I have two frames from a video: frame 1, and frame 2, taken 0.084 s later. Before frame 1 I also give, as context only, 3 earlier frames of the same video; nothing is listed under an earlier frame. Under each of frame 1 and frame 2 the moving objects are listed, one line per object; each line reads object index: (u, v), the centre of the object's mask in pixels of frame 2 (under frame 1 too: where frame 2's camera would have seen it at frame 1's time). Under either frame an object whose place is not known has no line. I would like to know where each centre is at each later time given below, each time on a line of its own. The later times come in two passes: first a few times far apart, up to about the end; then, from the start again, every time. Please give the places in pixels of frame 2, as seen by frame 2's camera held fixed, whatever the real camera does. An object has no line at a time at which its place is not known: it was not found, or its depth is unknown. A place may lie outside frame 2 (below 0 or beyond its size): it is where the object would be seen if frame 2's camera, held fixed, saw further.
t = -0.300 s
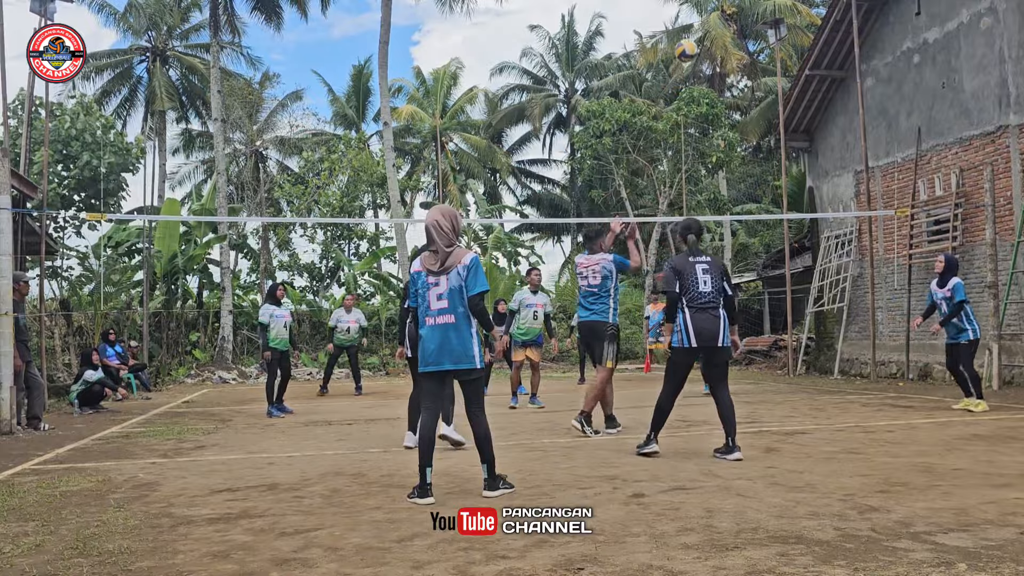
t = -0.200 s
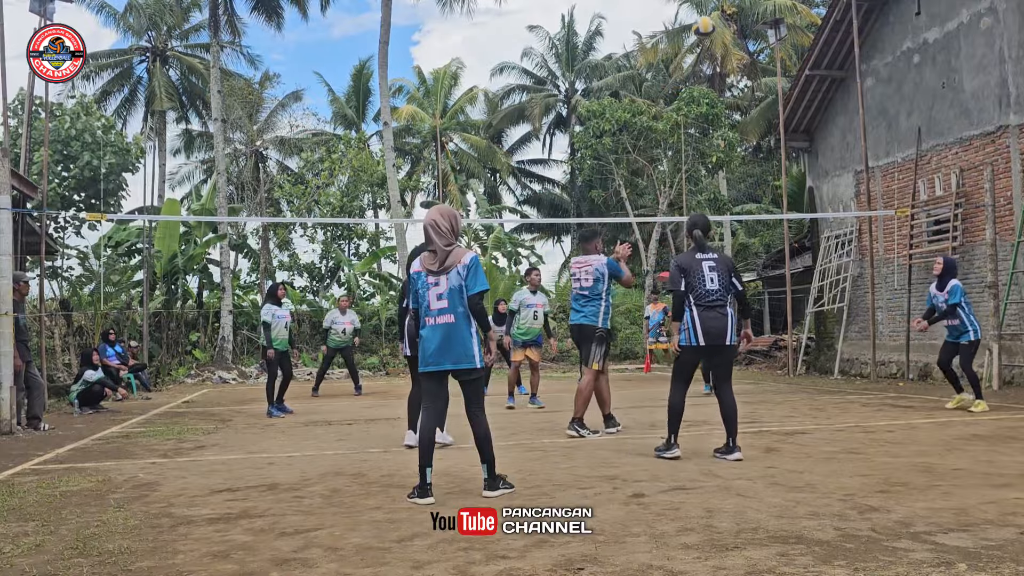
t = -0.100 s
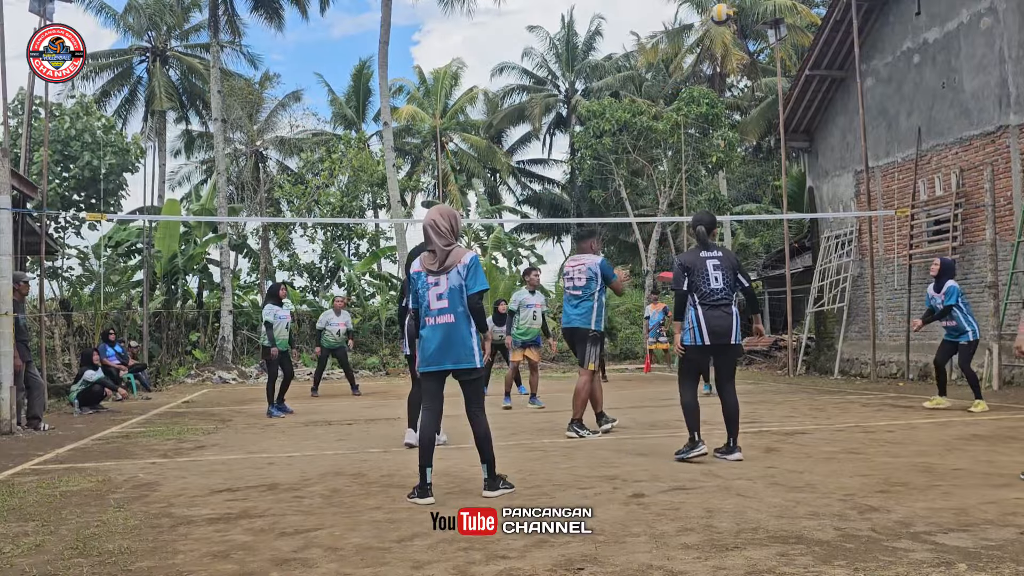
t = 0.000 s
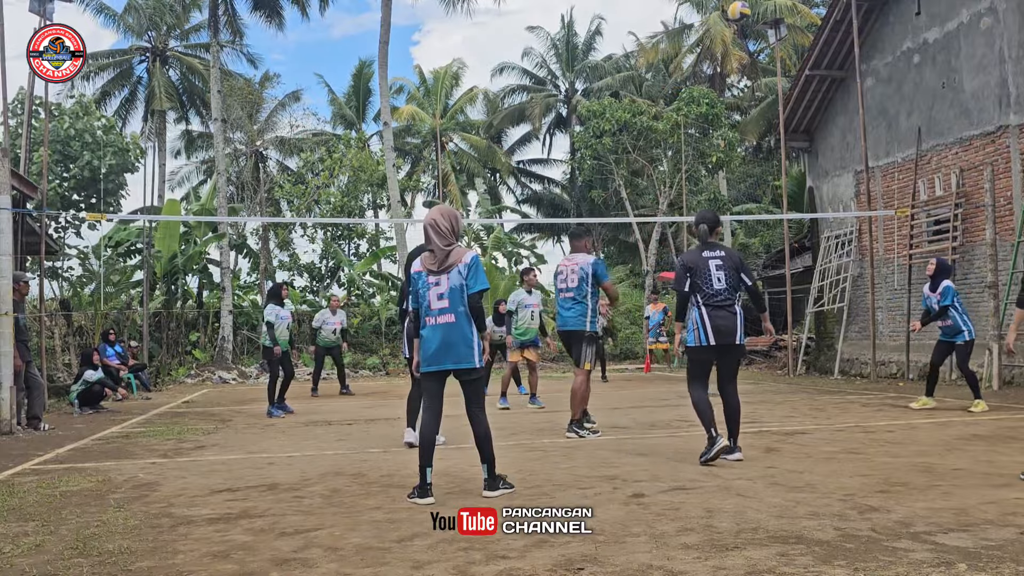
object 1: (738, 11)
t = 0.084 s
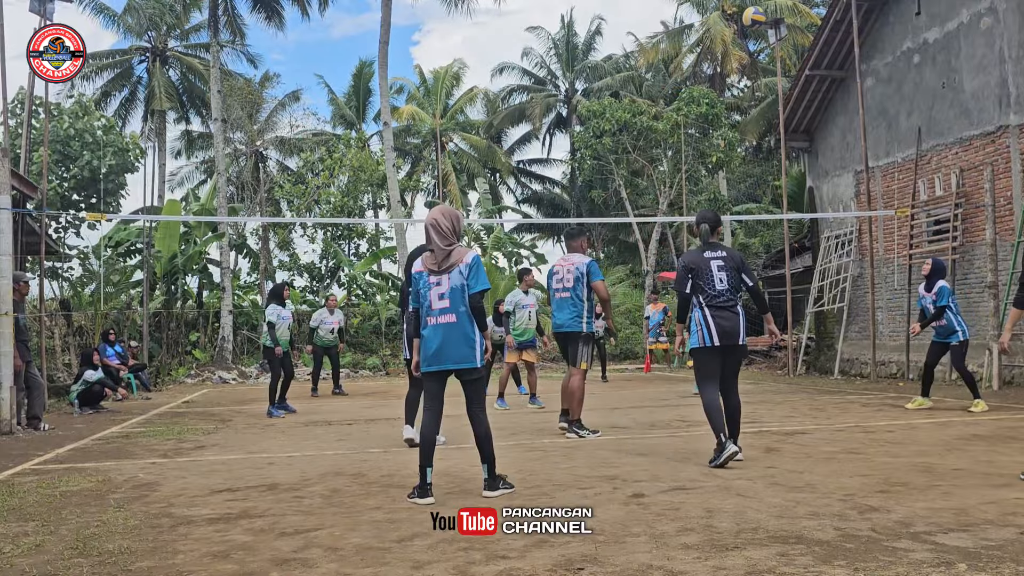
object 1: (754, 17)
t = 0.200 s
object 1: (775, 36)
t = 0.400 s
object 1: (812, 97)
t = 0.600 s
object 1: (847, 195)
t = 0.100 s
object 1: (756, 19)
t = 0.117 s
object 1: (760, 22)
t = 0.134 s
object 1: (763, 24)
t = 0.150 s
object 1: (766, 26)
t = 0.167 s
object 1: (769, 29)
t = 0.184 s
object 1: (772, 32)
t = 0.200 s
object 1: (775, 36)
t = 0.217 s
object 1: (778, 39)
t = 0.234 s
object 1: (781, 43)
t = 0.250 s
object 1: (784, 47)
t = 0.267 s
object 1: (787, 51)
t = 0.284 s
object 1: (790, 56)
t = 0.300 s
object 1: (793, 61)
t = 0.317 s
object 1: (796, 66)
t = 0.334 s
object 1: (799, 72)
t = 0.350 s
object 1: (802, 78)
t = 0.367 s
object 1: (805, 83)
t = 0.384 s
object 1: (808, 90)
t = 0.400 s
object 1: (812, 97)
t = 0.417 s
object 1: (814, 104)
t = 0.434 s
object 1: (817, 111)
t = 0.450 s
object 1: (820, 118)
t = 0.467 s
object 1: (823, 125)
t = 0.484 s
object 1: (826, 133)
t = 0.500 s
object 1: (829, 142)
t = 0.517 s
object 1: (832, 150)
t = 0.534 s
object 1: (835, 158)
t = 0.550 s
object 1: (838, 167)
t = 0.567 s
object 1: (841, 176)
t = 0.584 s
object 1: (844, 186)
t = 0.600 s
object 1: (847, 195)
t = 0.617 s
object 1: (850, 205)
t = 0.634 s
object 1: (853, 215)
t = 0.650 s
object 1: (856, 225)
